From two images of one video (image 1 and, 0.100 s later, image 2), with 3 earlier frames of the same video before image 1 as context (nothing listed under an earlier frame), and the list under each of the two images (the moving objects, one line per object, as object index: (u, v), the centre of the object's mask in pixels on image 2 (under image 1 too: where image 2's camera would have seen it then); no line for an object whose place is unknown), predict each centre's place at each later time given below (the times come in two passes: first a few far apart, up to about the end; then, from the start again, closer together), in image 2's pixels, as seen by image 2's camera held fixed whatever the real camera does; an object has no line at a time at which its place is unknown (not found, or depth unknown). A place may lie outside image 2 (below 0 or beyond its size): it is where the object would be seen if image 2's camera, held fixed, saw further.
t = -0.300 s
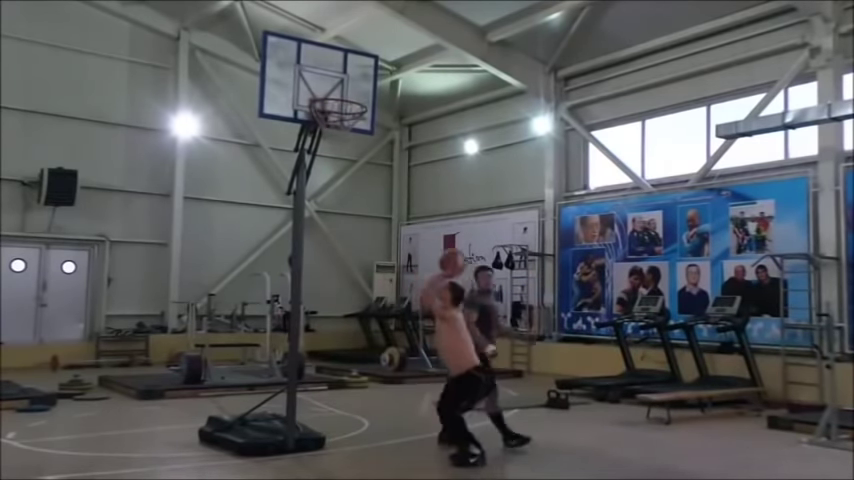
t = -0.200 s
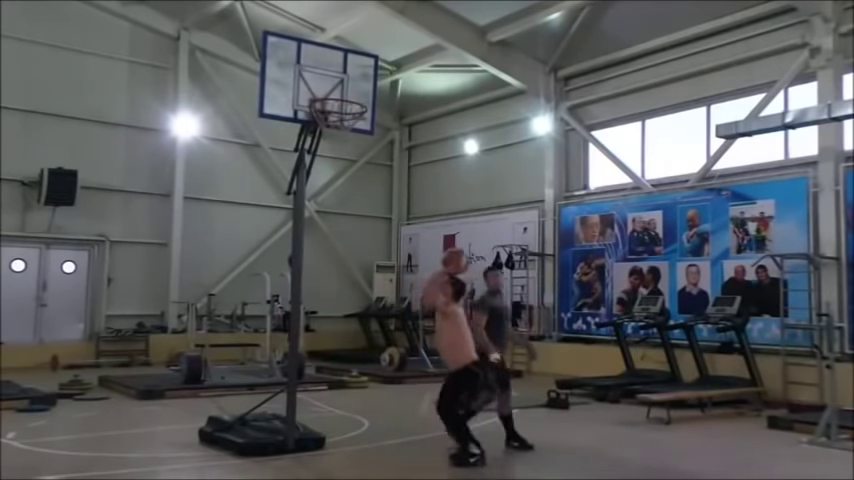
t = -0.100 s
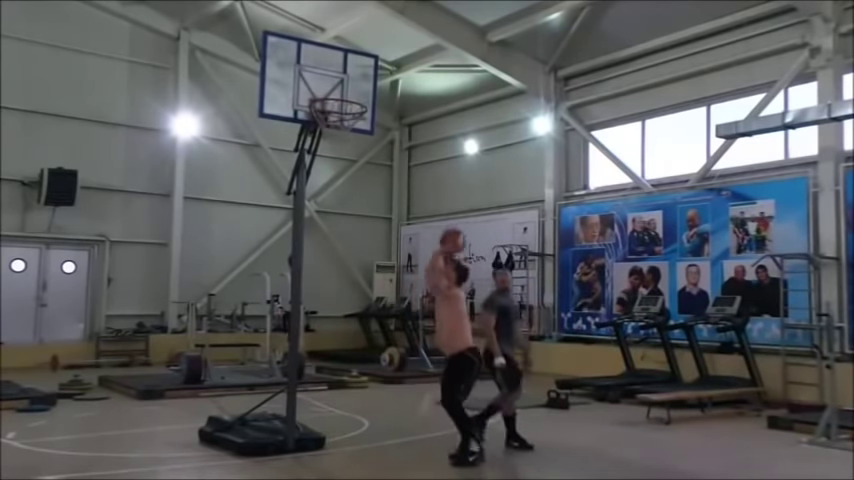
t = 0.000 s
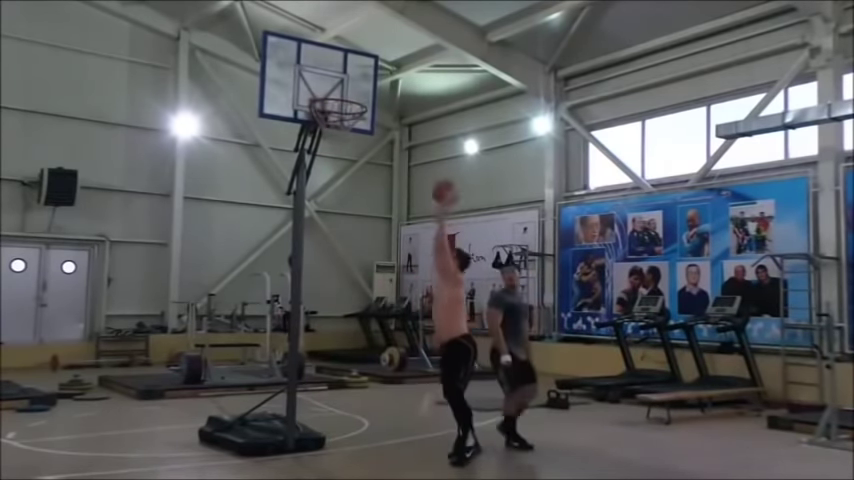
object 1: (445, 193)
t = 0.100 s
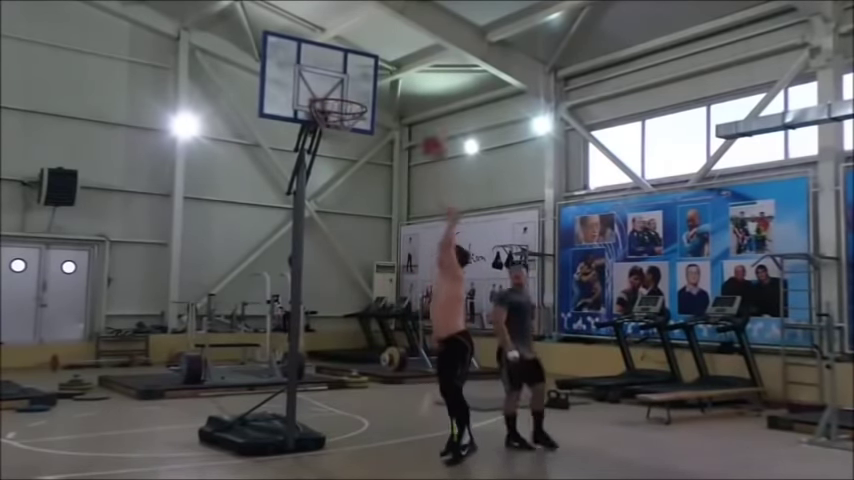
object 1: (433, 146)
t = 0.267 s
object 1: (416, 92)
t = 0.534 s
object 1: (385, 71)
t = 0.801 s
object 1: (363, 100)
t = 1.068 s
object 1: (373, 132)
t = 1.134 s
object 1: (376, 150)
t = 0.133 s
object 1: (428, 133)
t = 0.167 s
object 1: (426, 122)
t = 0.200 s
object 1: (424, 111)
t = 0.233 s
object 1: (419, 101)
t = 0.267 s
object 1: (416, 92)
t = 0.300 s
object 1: (412, 86)
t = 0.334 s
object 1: (408, 80)
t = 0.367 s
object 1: (404, 76)
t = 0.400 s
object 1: (400, 73)
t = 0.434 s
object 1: (395, 71)
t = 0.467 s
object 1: (392, 70)
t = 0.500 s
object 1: (387, 70)
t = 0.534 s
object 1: (385, 71)
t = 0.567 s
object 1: (381, 73)
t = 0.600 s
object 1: (377, 77)
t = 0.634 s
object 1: (372, 82)
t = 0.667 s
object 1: (369, 89)
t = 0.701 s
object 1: (364, 97)
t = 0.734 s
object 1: (362, 101)
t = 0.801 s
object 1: (363, 100)
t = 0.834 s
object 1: (364, 100)
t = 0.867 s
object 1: (366, 100)
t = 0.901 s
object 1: (367, 102)
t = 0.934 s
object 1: (369, 105)
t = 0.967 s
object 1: (370, 110)
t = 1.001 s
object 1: (371, 116)
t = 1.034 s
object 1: (372, 123)
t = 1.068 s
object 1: (373, 132)
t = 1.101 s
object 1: (375, 141)
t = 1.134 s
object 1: (376, 150)
